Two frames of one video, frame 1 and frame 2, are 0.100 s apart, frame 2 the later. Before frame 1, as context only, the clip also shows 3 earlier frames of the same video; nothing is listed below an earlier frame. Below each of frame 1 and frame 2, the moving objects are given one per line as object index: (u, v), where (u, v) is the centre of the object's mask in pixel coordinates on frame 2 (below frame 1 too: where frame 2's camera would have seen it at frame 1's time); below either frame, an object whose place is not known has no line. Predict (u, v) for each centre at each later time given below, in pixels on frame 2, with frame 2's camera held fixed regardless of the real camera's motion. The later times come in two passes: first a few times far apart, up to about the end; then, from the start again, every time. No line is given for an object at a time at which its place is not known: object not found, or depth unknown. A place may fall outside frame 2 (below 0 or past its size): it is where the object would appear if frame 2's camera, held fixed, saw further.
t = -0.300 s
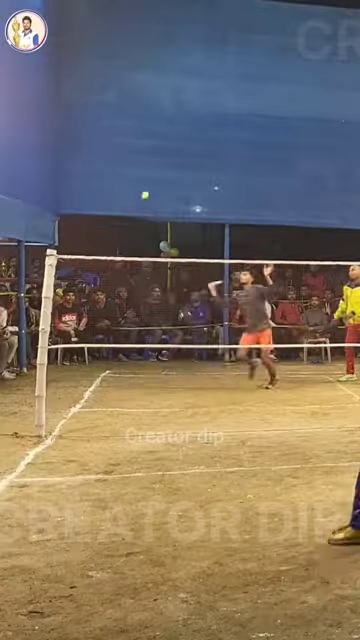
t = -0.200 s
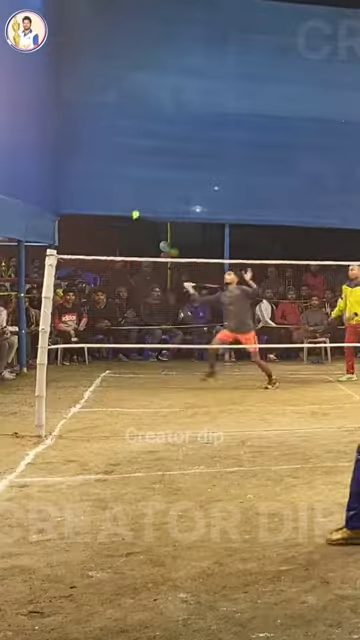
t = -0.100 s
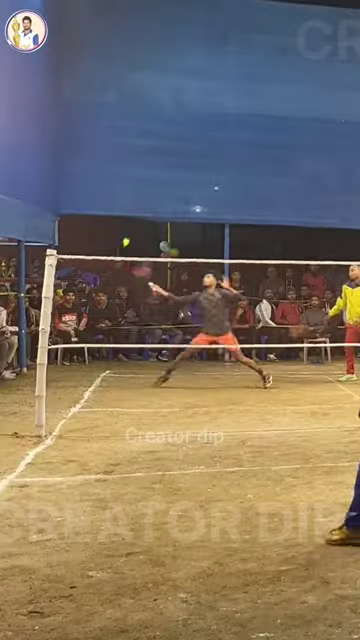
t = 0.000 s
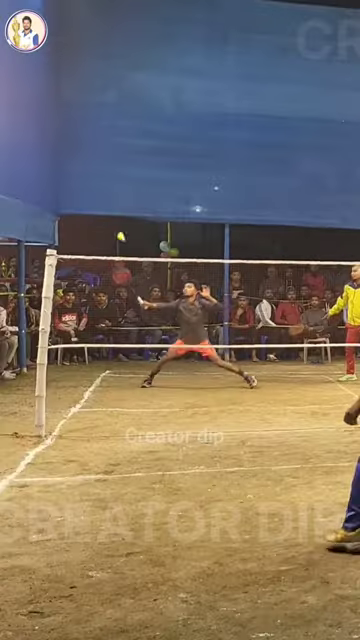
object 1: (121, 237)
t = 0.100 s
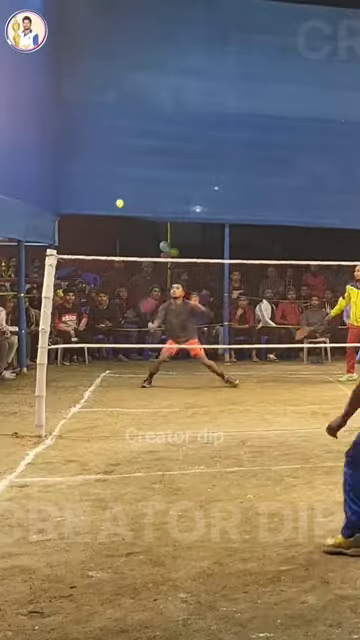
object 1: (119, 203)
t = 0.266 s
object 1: (116, 174)
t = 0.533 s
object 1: (106, 190)
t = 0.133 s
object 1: (119, 197)
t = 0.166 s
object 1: (118, 189)
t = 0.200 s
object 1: (117, 182)
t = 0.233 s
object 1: (117, 177)
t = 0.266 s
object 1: (116, 174)
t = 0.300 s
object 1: (115, 171)
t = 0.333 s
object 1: (113, 170)
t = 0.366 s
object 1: (111, 170)
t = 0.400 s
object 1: (111, 171)
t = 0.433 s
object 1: (110, 173)
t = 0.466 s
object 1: (109, 177)
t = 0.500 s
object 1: (108, 183)
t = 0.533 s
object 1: (106, 190)
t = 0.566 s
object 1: (104, 198)
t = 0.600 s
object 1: (103, 209)
